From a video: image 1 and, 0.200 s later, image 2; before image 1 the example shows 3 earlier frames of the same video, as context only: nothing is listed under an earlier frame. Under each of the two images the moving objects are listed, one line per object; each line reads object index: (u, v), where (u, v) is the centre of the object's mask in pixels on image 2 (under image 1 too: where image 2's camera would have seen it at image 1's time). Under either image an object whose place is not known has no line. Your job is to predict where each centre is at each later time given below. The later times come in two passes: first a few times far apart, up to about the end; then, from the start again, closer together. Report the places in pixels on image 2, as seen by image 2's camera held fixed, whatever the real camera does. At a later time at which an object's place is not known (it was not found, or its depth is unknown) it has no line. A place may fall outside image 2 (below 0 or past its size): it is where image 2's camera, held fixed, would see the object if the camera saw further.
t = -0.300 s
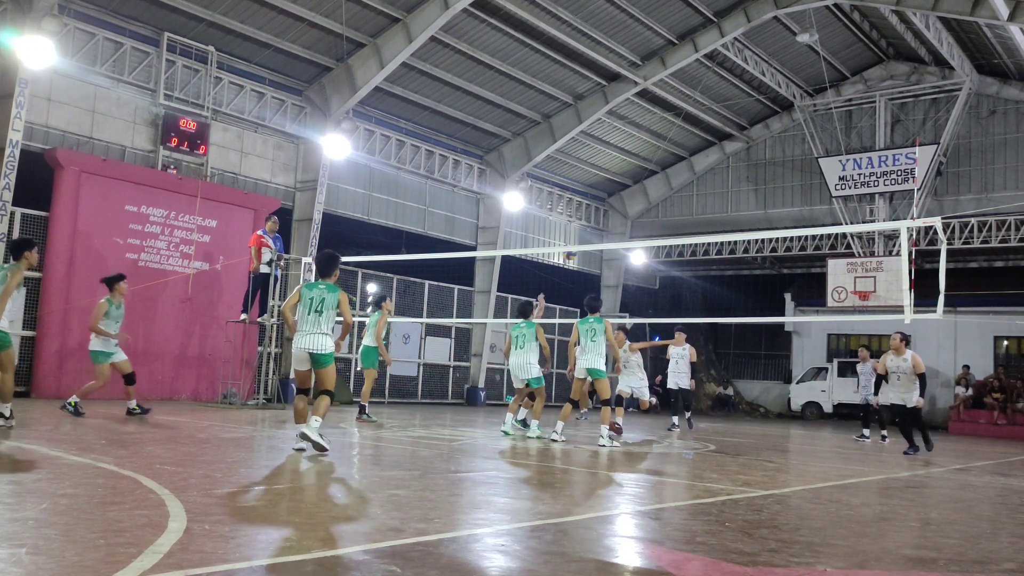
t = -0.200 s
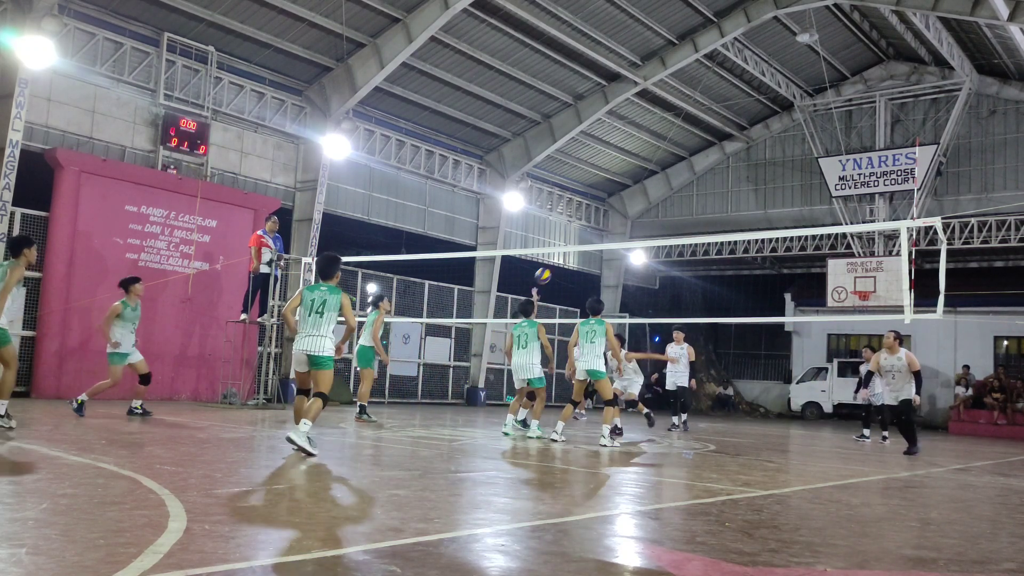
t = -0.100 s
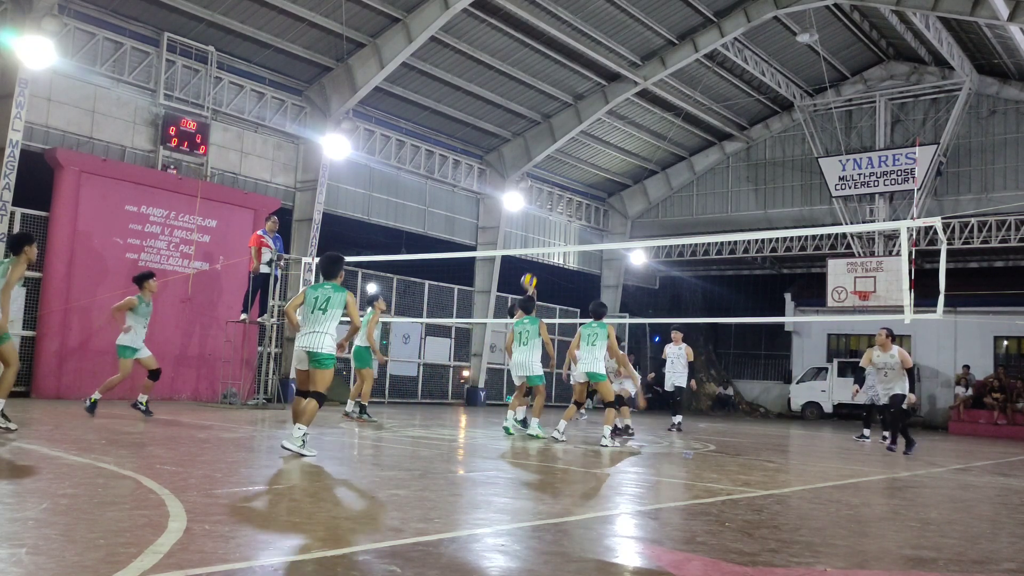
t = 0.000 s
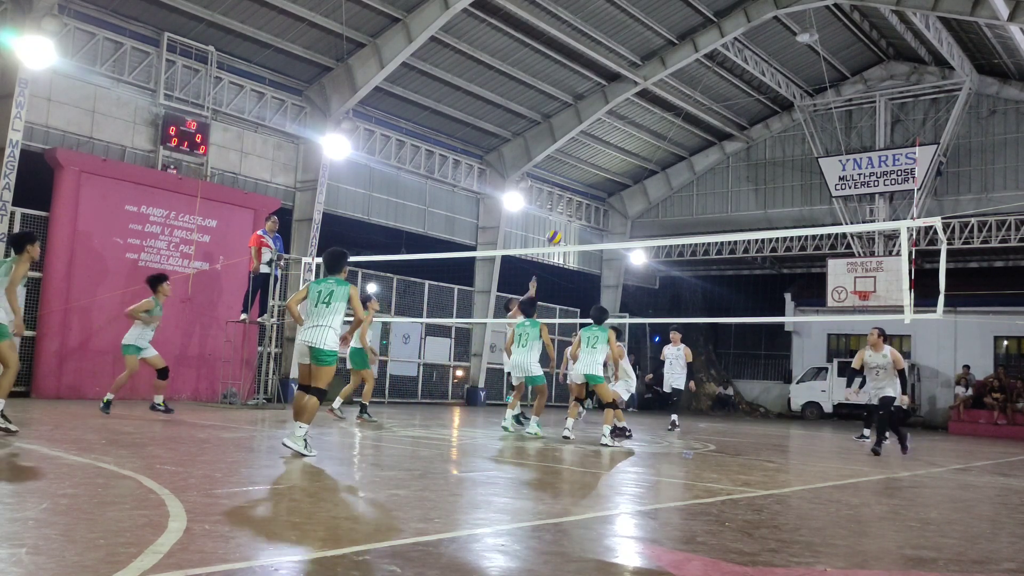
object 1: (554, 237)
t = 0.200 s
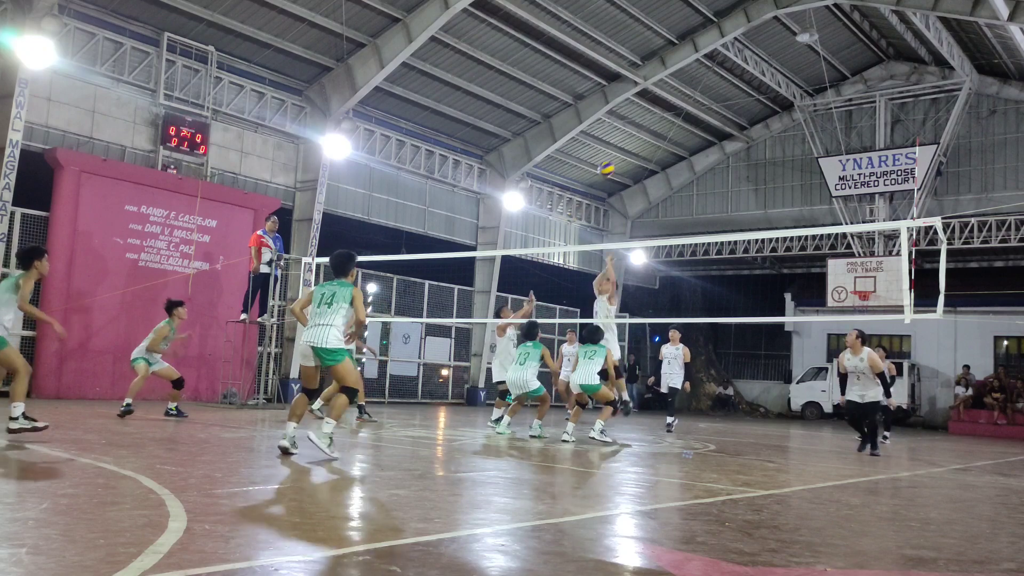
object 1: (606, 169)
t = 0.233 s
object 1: (615, 160)
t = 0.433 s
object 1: (664, 124)
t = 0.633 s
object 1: (713, 115)
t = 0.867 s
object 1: (770, 143)
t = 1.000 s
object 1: (803, 177)
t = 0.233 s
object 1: (615, 160)
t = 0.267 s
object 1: (623, 152)
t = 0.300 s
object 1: (631, 146)
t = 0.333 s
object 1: (639, 138)
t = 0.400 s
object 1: (656, 128)
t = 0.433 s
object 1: (664, 124)
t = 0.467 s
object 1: (672, 121)
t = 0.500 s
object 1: (681, 118)
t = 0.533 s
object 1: (688, 116)
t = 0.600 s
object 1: (705, 115)
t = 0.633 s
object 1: (713, 115)
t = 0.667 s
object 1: (721, 117)
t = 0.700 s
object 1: (729, 119)
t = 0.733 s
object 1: (737, 123)
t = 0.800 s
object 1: (753, 131)
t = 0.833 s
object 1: (761, 136)
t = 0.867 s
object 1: (770, 143)
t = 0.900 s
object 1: (778, 151)
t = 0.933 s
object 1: (786, 159)
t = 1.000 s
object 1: (803, 177)
